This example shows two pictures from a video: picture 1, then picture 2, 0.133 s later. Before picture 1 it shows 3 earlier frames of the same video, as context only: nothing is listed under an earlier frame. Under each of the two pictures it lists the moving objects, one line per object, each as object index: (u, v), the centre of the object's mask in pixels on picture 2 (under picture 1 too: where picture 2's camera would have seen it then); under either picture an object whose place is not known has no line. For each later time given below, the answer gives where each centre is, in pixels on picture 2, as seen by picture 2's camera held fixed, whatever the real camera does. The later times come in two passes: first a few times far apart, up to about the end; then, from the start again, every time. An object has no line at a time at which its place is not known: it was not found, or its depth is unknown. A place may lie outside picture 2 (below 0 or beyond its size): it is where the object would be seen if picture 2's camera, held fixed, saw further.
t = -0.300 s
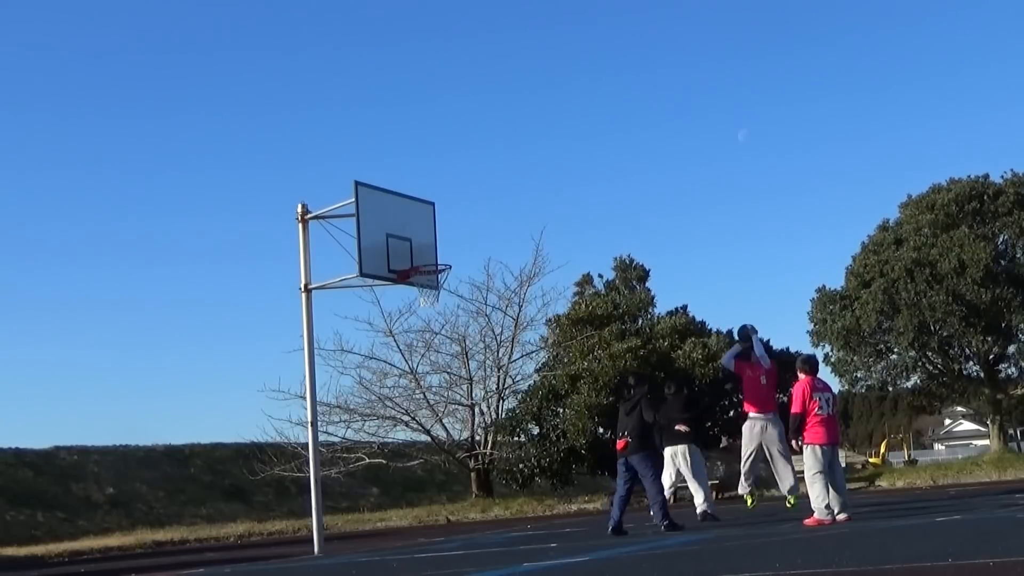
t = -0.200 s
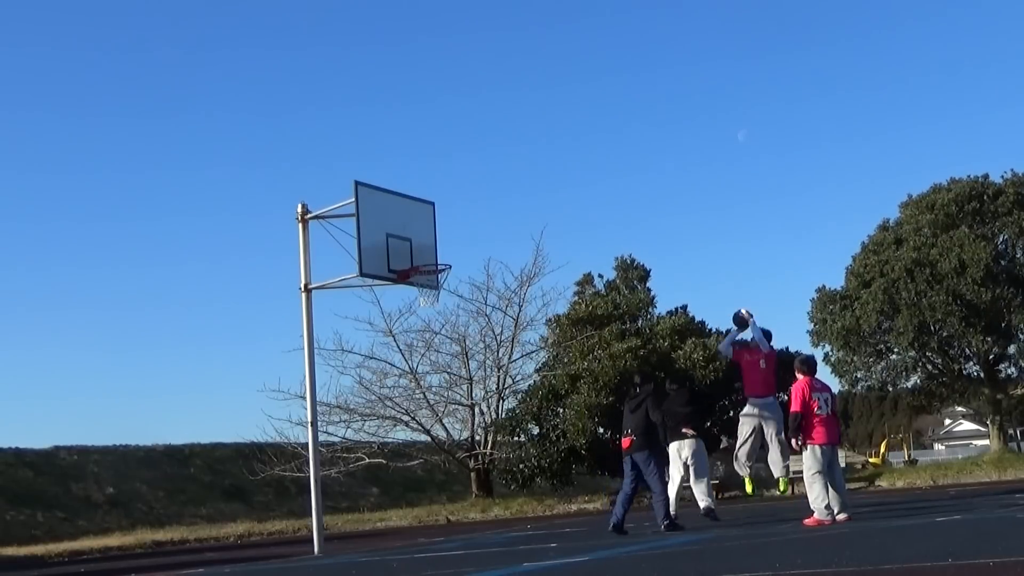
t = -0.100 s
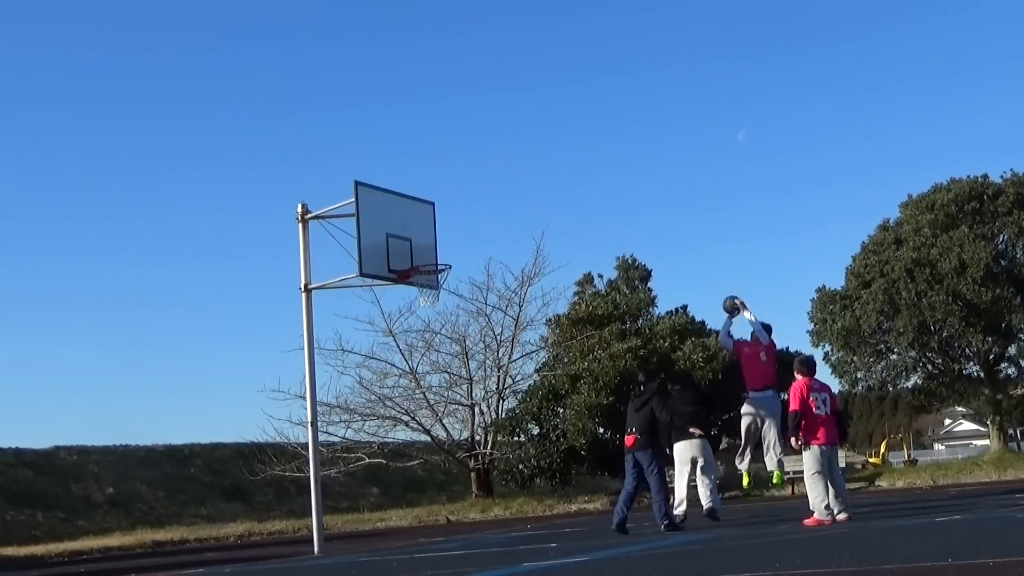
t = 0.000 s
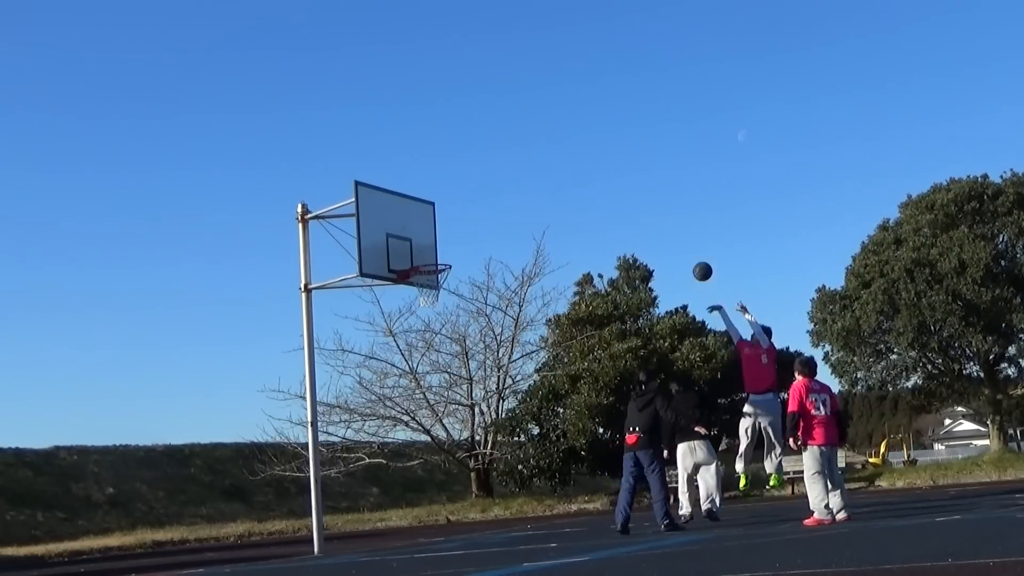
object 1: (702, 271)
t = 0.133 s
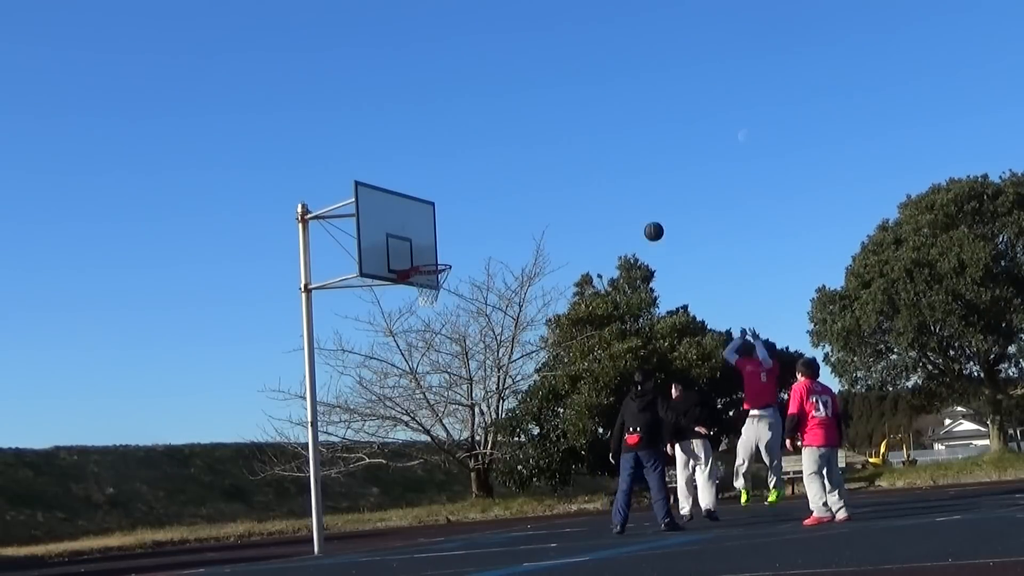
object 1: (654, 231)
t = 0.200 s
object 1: (630, 216)
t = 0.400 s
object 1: (558, 196)
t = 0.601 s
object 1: (487, 207)
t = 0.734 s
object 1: (441, 234)
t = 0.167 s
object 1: (642, 224)
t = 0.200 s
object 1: (630, 216)
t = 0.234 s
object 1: (618, 211)
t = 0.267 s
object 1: (606, 206)
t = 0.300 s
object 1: (594, 202)
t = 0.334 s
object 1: (582, 199)
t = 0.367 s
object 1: (570, 197)
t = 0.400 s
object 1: (558, 196)
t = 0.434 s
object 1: (546, 195)
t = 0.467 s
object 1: (535, 196)
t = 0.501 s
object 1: (523, 197)
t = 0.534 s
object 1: (511, 200)
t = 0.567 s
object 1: (499, 203)
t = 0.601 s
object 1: (487, 207)
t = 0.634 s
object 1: (476, 212)
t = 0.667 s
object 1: (464, 219)
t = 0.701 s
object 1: (452, 226)
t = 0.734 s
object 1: (441, 234)
